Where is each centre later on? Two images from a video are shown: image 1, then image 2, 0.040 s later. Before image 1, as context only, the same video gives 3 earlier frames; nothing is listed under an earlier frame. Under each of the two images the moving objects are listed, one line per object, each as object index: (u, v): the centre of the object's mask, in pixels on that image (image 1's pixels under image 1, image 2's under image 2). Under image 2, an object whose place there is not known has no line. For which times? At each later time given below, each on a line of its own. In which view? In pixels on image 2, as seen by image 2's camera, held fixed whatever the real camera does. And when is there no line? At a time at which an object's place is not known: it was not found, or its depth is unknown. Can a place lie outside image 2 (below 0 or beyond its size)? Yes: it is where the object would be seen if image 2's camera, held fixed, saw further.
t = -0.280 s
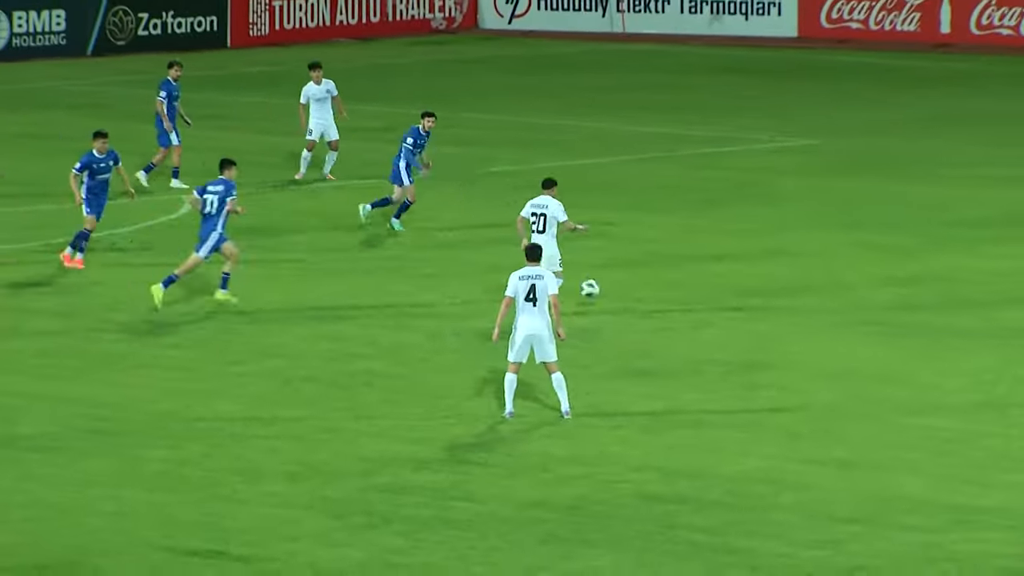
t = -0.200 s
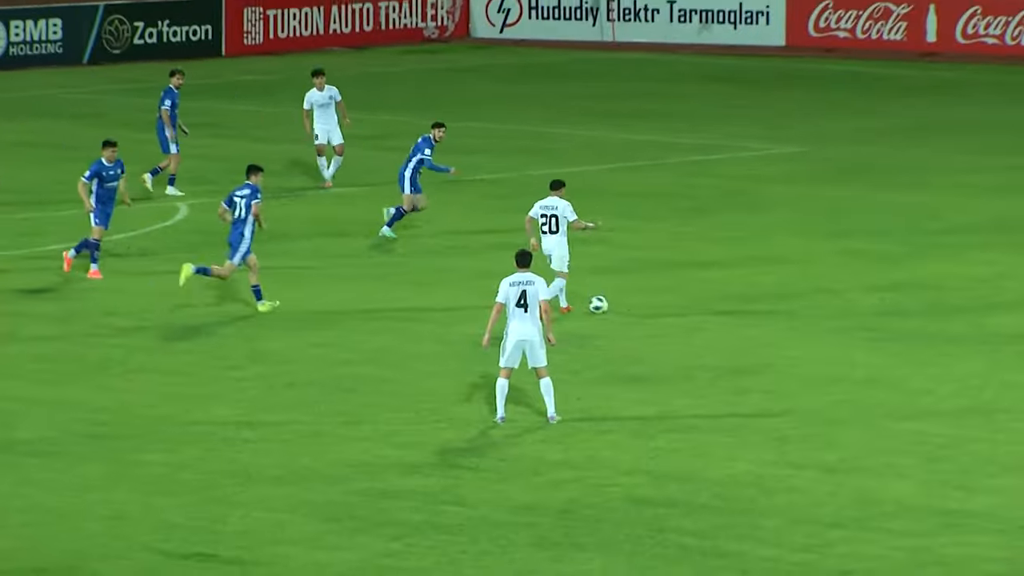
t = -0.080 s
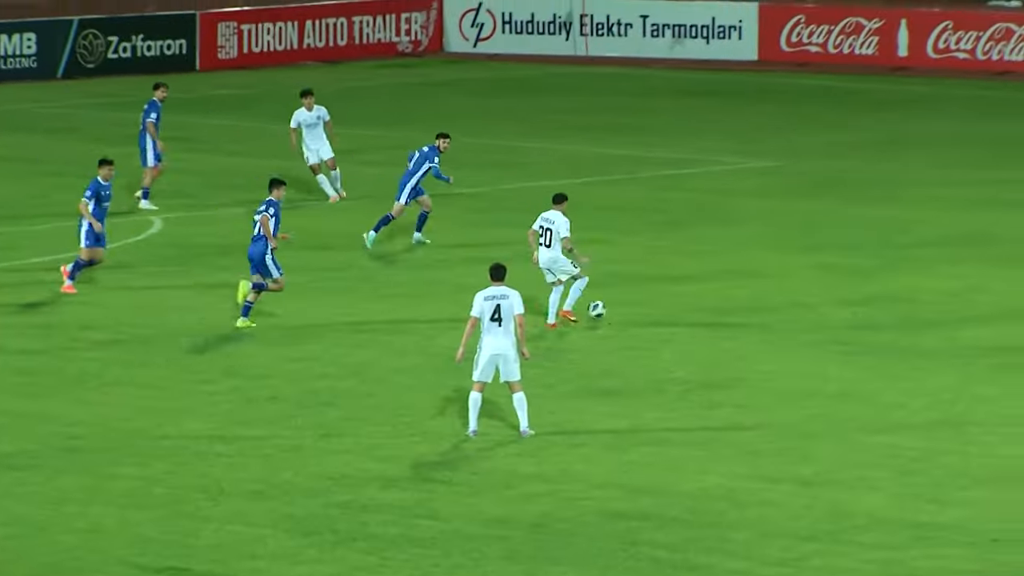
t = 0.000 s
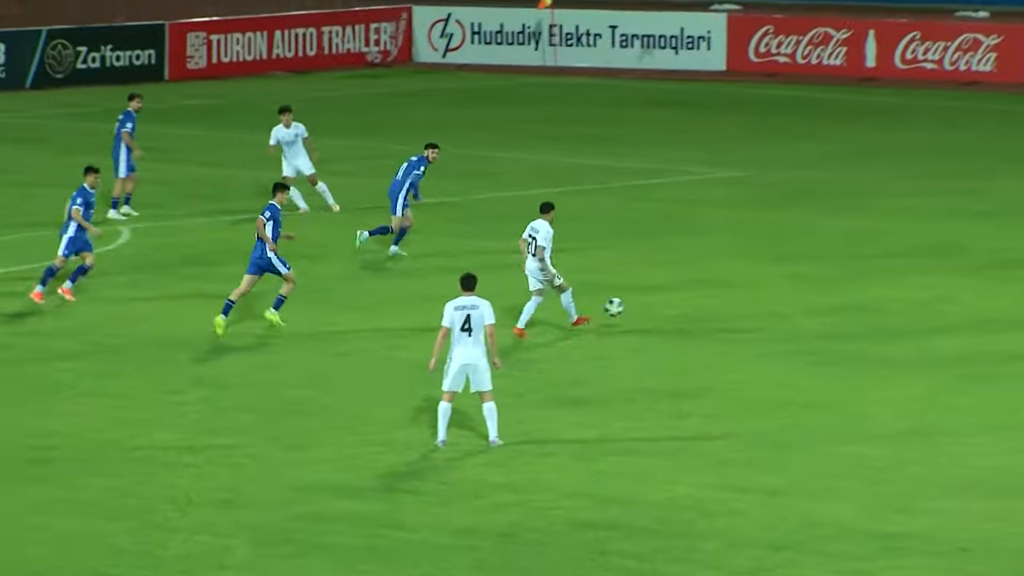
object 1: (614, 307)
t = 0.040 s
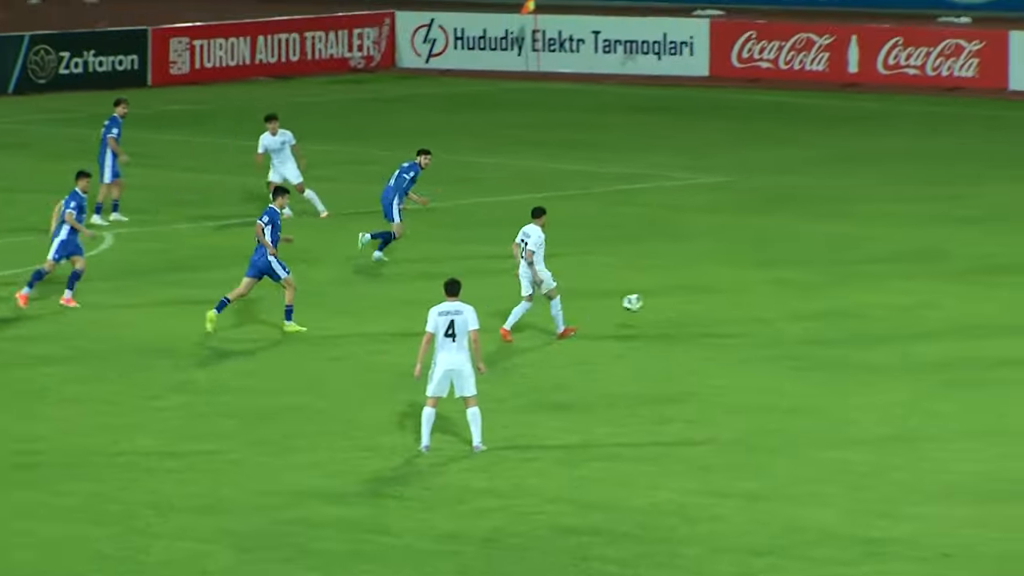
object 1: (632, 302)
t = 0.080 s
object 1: (668, 295)
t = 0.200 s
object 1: (770, 278)
